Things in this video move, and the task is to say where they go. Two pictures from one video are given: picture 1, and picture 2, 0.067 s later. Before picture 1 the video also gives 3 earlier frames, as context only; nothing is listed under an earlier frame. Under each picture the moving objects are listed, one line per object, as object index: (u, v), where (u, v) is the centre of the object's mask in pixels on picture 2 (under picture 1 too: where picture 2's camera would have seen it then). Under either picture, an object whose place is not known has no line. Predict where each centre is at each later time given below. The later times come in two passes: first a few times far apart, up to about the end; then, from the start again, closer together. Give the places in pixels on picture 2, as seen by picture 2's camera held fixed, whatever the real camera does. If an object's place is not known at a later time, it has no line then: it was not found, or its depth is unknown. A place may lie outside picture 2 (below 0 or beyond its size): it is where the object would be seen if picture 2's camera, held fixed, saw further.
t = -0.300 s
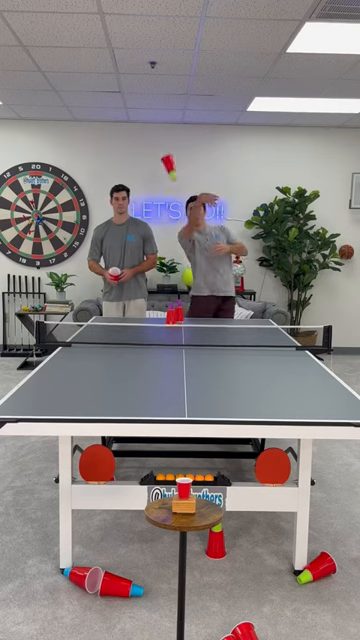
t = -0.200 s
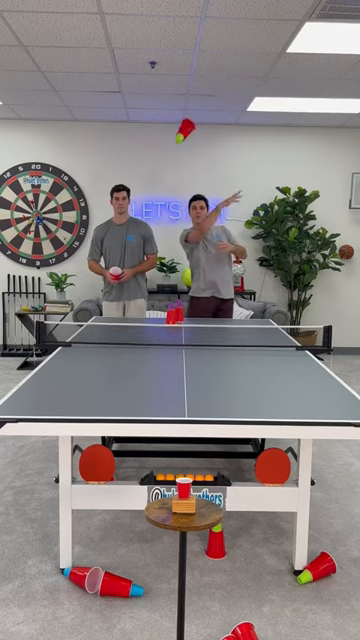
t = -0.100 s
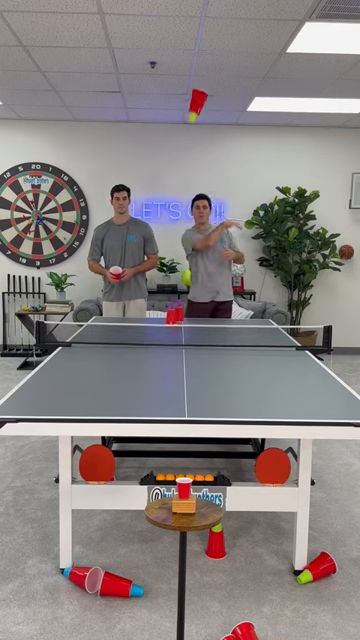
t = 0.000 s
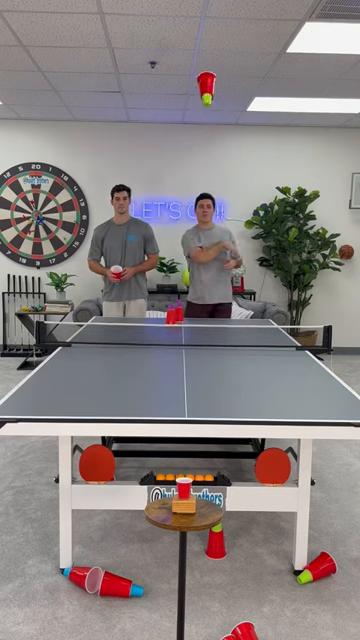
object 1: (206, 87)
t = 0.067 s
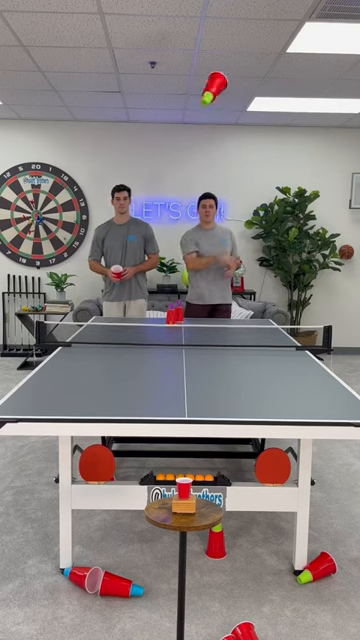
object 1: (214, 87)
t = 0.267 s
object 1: (212, 159)
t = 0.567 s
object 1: (196, 454)
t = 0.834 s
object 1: (229, 504)
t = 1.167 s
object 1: (334, 626)
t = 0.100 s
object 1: (215, 92)
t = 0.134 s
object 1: (216, 99)
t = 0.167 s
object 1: (216, 109)
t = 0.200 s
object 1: (215, 121)
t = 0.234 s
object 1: (213, 138)
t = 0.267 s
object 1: (212, 159)
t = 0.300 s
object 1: (210, 184)
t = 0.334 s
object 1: (209, 212)
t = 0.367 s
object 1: (208, 245)
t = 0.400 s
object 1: (205, 281)
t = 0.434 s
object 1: (202, 319)
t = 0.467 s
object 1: (198, 363)
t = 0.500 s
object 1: (193, 413)
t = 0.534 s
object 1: (190, 451)
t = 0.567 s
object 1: (196, 454)
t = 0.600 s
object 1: (201, 456)
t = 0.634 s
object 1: (206, 458)
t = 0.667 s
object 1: (210, 461)
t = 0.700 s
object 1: (216, 467)
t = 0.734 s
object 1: (220, 477)
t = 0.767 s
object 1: (225, 491)
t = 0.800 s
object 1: (227, 505)
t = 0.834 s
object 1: (229, 504)
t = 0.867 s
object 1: (239, 502)
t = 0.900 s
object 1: (249, 504)
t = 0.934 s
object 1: (258, 508)
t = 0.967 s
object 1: (268, 515)
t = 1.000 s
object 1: (277, 524)
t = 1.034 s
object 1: (288, 537)
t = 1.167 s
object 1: (334, 626)
